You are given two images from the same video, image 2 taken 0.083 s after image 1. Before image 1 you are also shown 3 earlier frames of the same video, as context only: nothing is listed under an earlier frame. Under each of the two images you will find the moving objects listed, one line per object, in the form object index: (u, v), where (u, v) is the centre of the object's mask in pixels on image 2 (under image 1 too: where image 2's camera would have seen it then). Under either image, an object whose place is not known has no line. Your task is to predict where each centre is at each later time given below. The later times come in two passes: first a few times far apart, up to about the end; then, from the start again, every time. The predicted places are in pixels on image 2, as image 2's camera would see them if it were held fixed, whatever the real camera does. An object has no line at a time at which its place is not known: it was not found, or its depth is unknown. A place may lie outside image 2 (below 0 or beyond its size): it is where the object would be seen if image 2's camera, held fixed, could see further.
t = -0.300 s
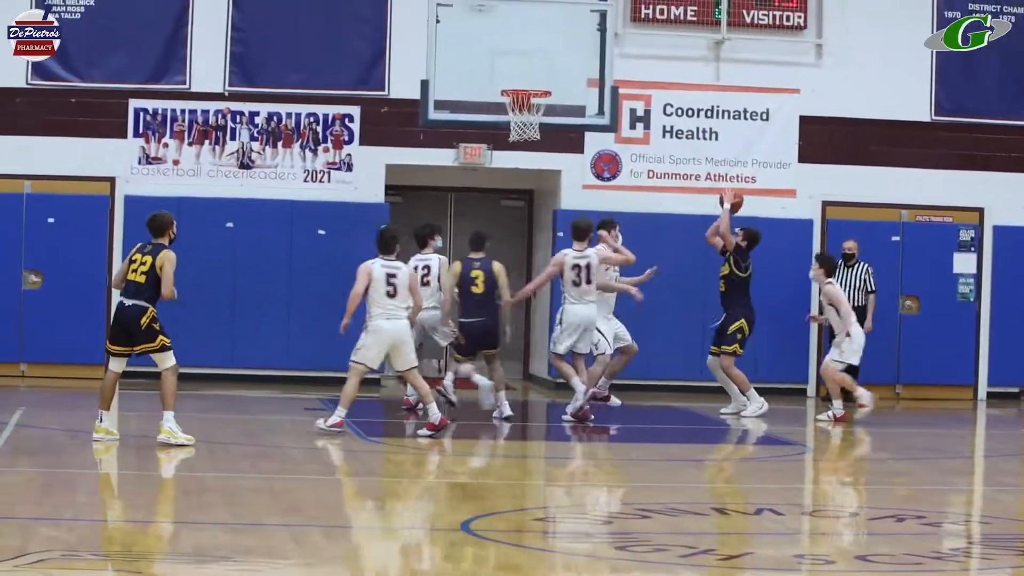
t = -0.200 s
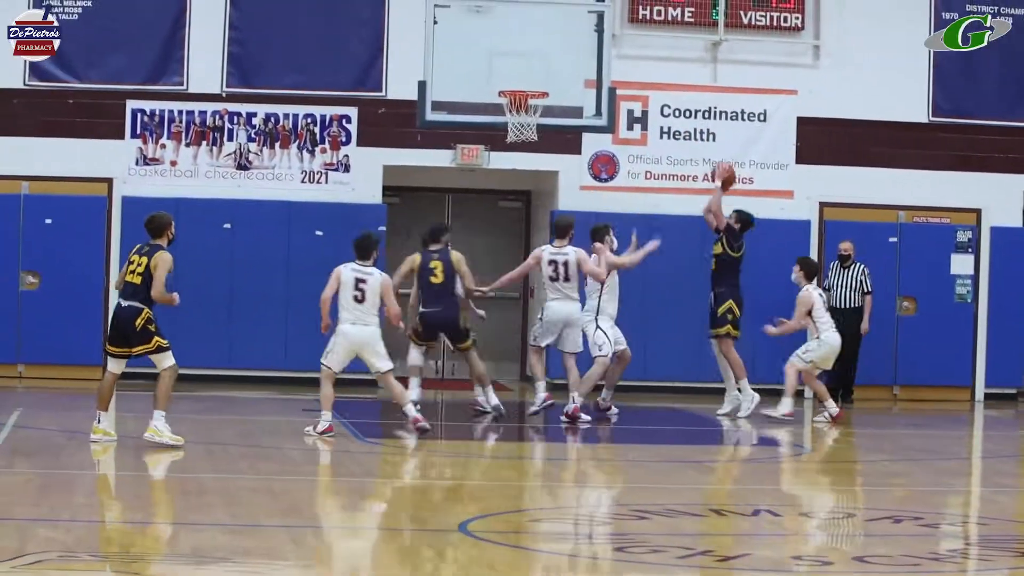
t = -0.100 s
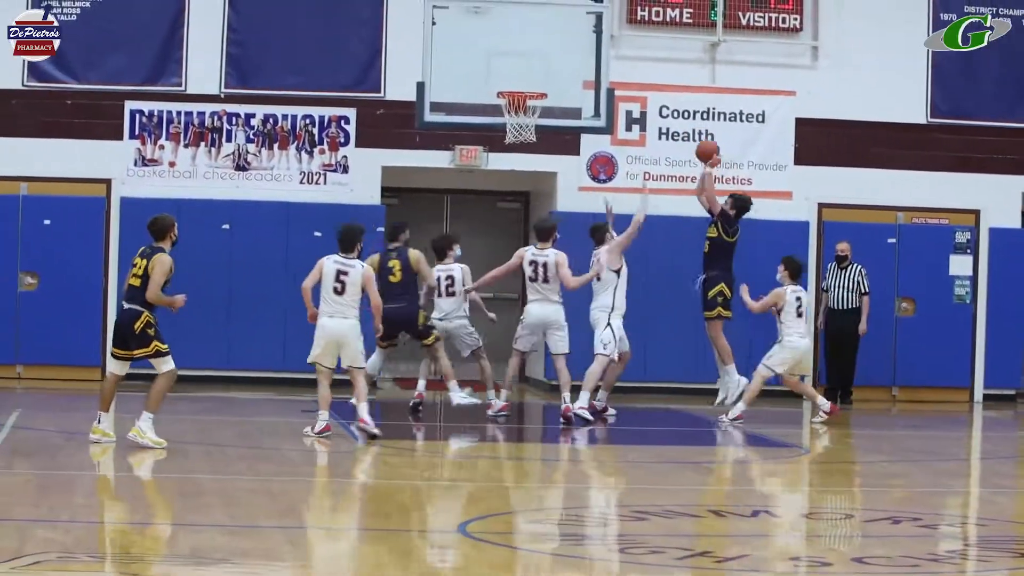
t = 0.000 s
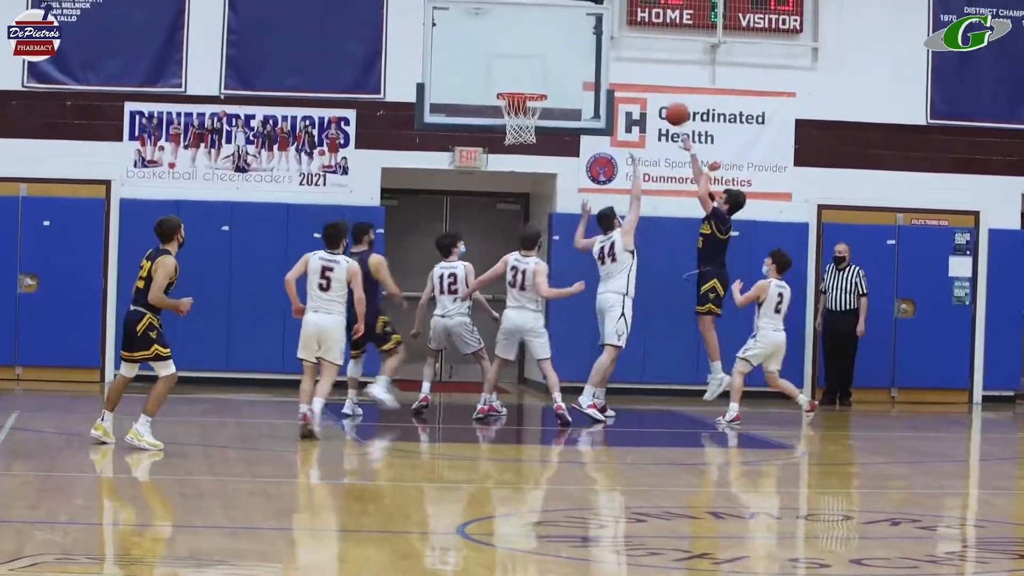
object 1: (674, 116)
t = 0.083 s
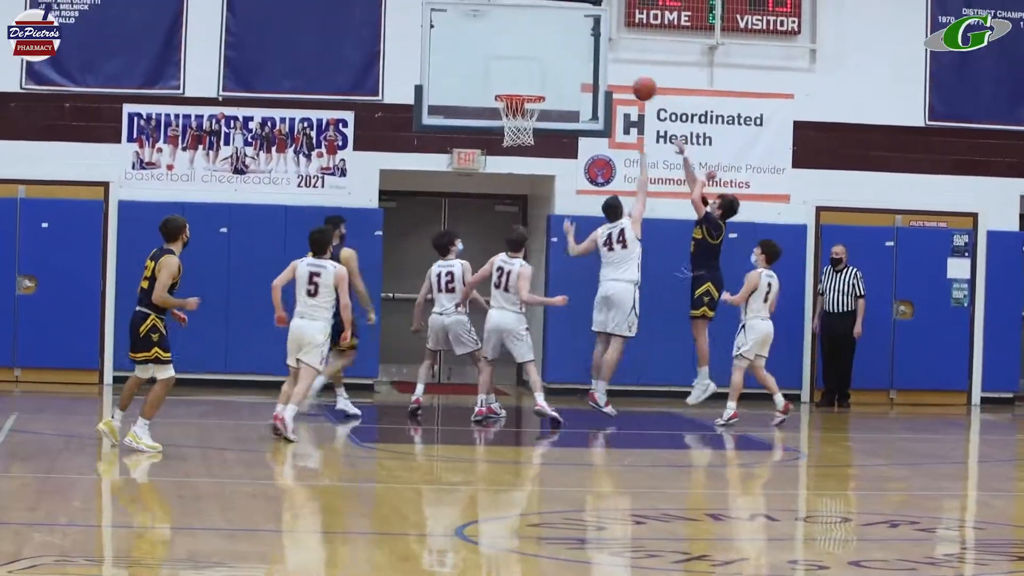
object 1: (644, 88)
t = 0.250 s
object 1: (583, 56)
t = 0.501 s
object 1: (531, 69)
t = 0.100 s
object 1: (638, 84)
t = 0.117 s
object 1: (632, 80)
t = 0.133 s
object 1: (626, 76)
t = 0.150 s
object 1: (620, 72)
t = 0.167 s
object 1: (614, 68)
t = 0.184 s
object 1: (608, 66)
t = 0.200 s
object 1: (602, 63)
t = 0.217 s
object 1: (596, 60)
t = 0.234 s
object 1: (590, 58)
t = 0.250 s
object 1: (583, 56)
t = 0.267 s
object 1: (577, 54)
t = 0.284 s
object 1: (572, 53)
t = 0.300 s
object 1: (569, 53)
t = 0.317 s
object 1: (566, 52)
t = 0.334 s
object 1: (563, 53)
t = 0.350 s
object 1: (560, 53)
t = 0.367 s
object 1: (557, 53)
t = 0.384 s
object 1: (553, 55)
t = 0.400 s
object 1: (550, 56)
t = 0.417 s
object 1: (547, 57)
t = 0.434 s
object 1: (544, 59)
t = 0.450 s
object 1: (541, 61)
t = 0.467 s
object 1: (537, 63)
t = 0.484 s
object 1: (534, 66)
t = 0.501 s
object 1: (531, 69)
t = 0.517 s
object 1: (527, 72)
